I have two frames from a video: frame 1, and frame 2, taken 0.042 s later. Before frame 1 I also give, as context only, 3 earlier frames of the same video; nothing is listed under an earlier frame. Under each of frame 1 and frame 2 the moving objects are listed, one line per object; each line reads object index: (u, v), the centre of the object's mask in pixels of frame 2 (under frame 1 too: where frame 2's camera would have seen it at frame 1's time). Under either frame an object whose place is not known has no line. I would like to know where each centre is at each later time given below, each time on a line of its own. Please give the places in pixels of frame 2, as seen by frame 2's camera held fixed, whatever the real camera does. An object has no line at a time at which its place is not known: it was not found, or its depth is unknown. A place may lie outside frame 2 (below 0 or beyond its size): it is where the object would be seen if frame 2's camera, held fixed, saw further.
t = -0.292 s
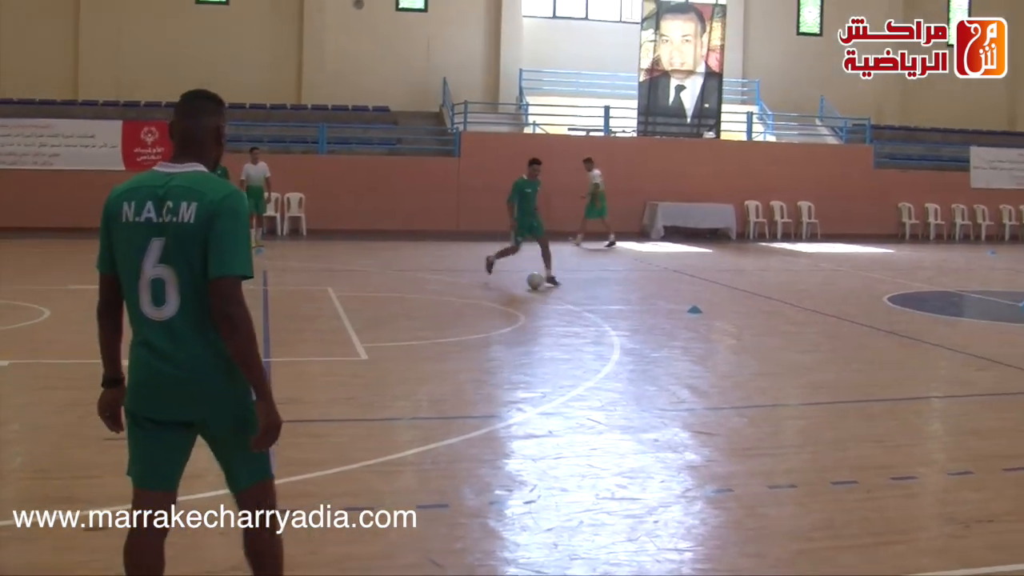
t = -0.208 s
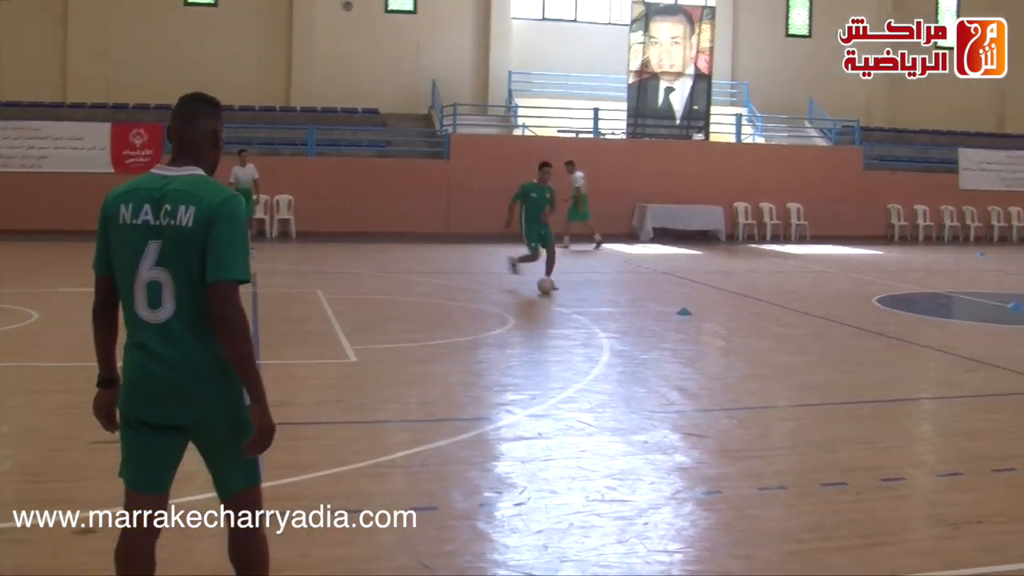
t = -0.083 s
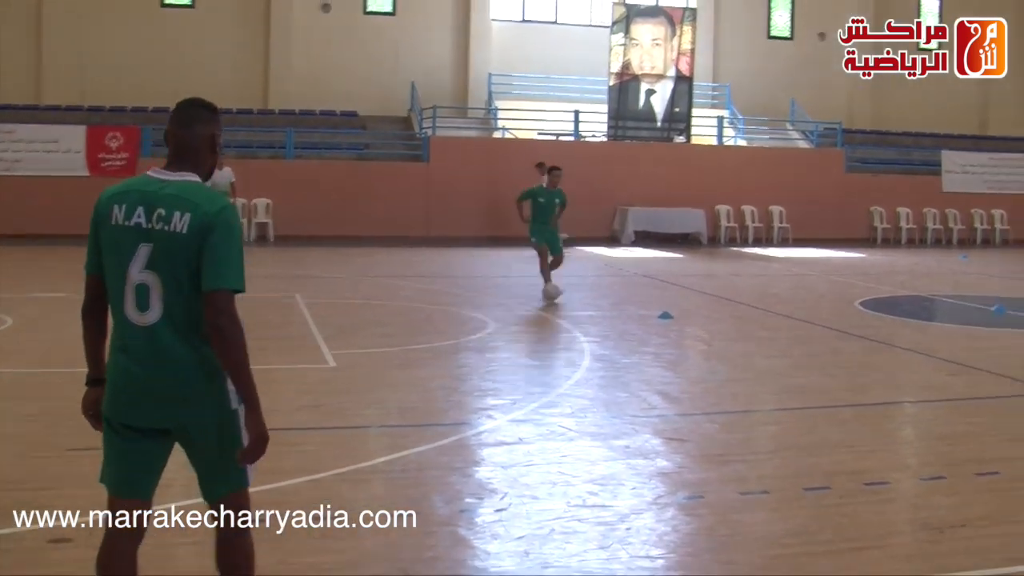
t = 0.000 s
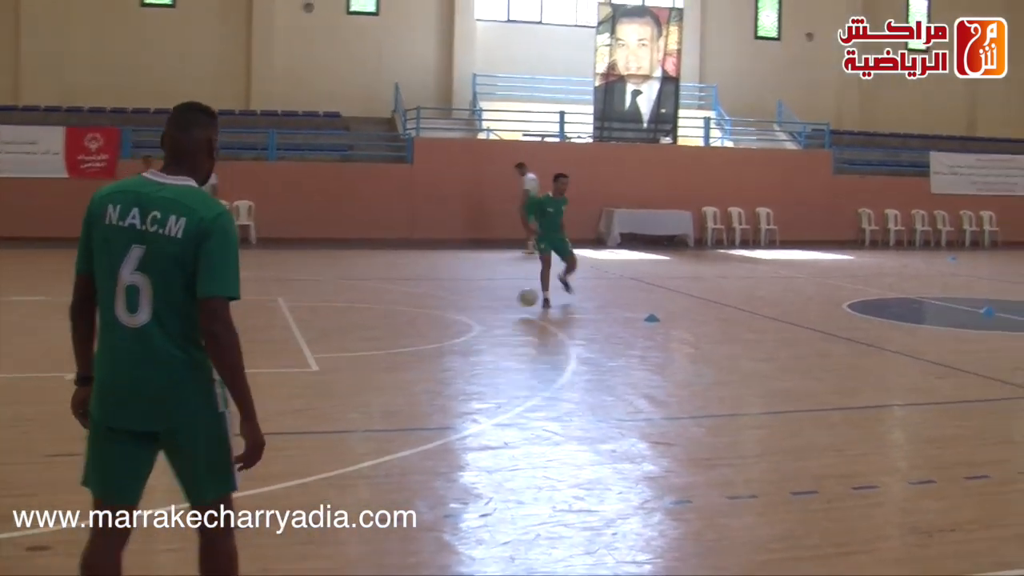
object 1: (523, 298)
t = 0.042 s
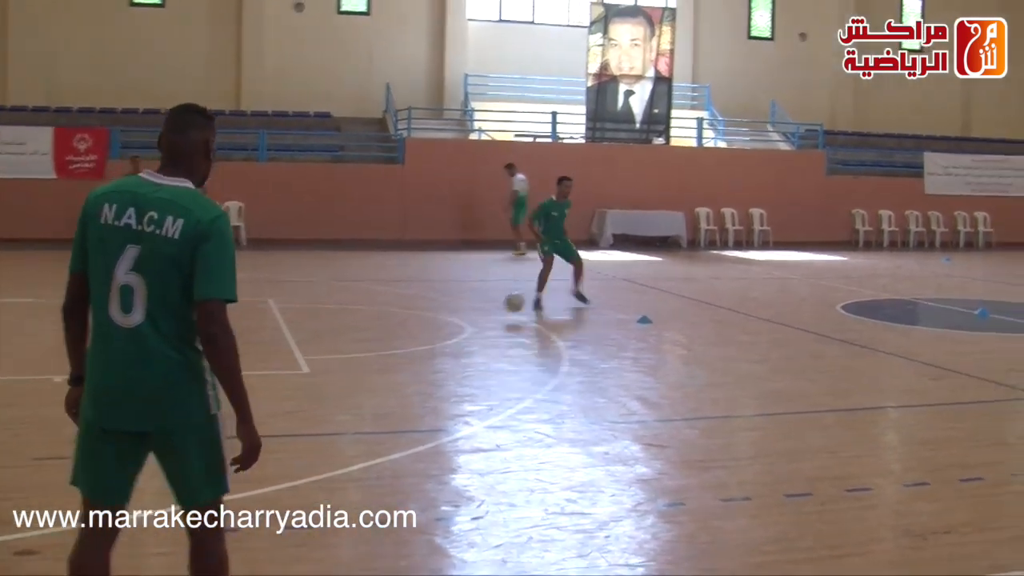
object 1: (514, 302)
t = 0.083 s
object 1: (505, 307)
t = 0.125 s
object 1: (496, 314)
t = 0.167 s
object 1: (487, 324)
